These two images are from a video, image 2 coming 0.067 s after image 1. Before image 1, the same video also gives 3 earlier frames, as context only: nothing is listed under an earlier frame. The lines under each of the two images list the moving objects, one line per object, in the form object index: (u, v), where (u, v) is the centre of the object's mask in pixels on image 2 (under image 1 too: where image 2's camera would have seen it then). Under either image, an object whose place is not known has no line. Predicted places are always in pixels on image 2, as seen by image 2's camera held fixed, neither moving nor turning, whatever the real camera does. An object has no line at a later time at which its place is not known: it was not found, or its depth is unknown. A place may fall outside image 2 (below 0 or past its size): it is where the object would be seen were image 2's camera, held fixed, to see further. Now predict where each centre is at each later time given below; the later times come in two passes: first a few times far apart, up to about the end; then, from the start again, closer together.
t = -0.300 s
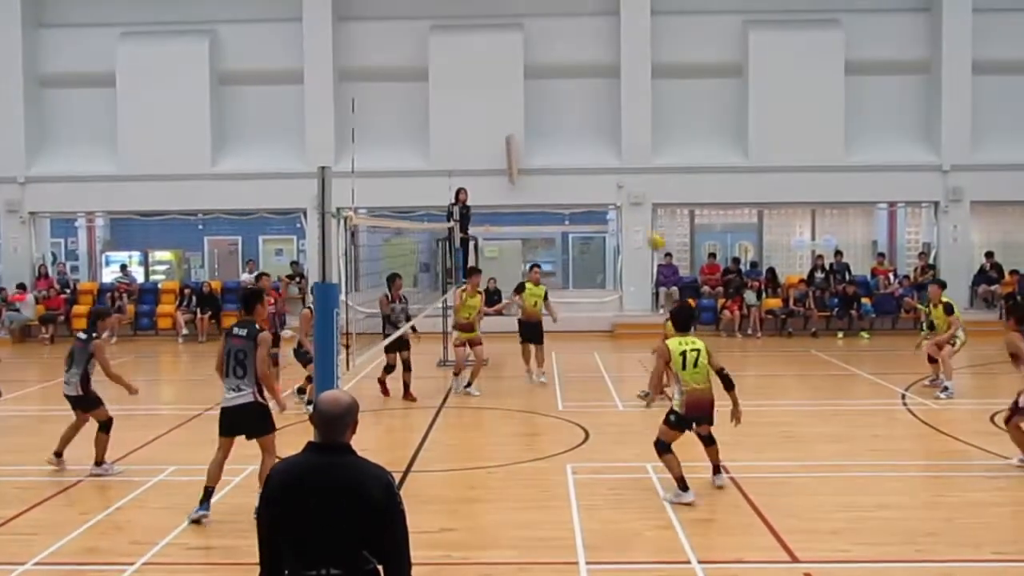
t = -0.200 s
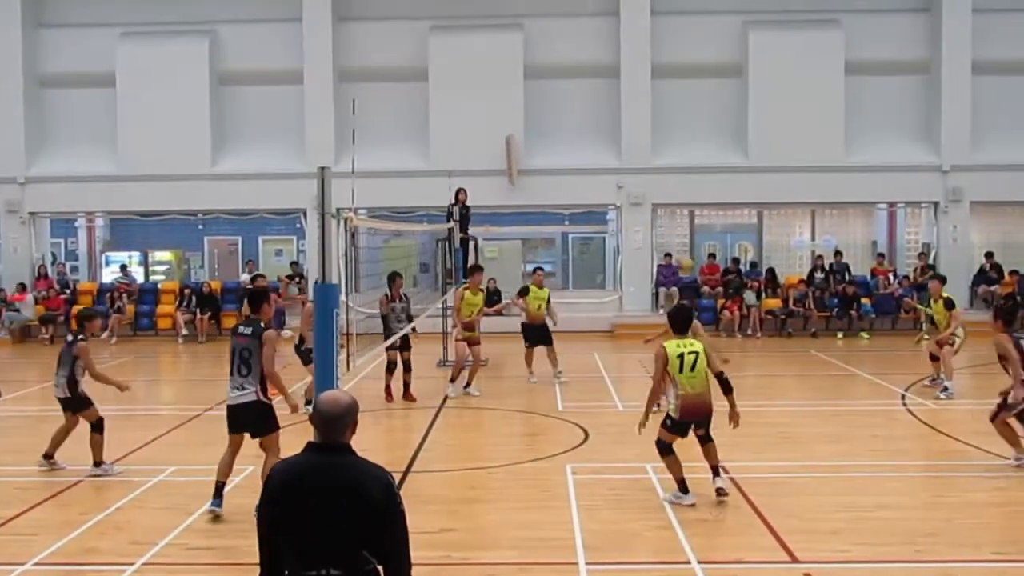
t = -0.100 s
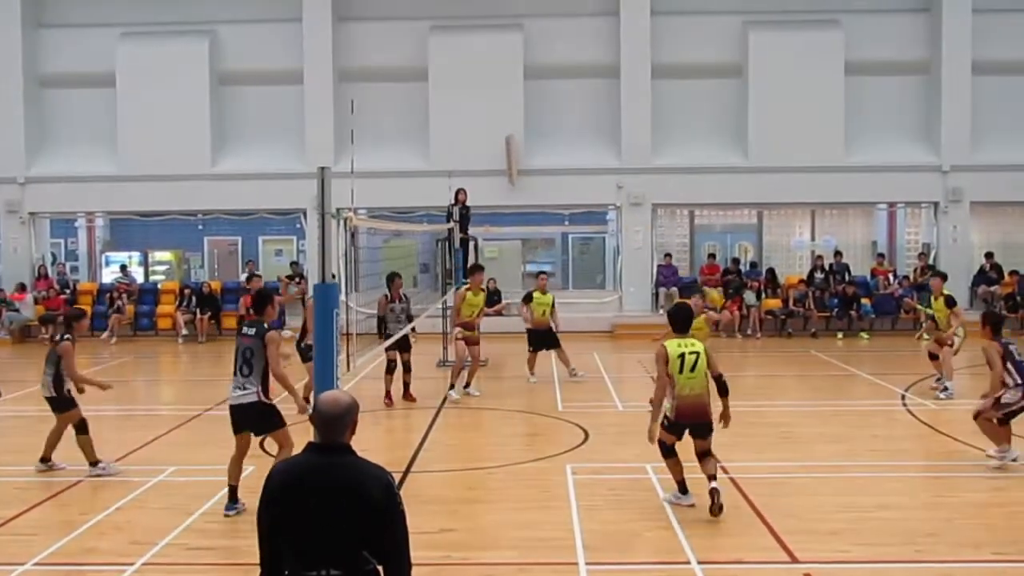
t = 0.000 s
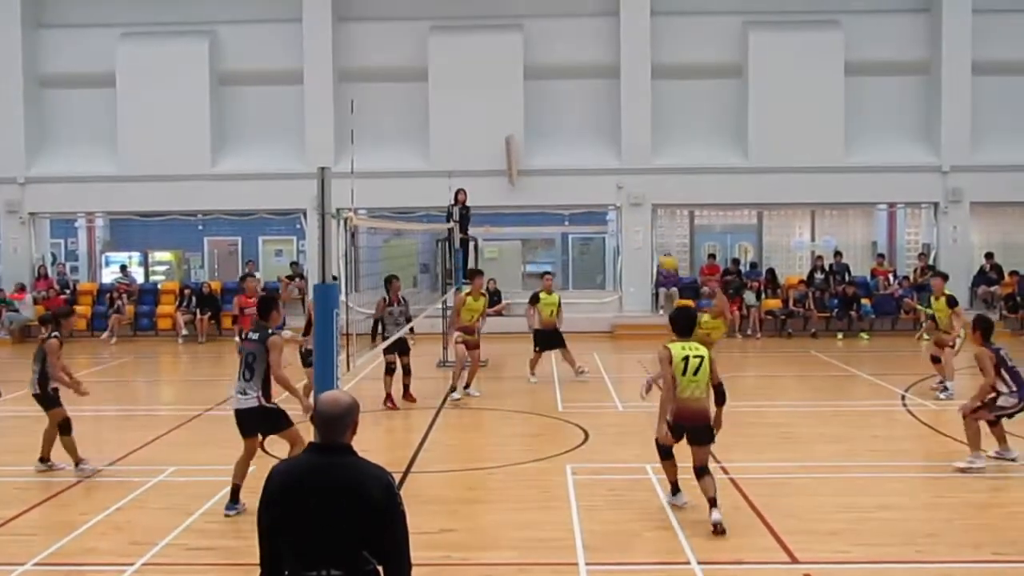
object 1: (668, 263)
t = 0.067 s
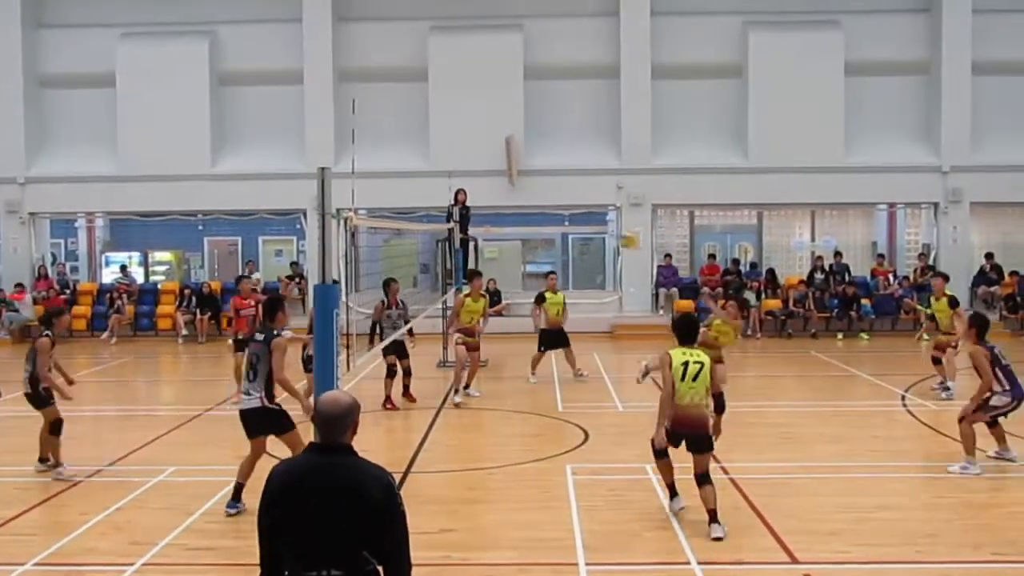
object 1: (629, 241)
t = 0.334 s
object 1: (467, 180)
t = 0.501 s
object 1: (366, 177)
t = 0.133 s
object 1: (589, 218)
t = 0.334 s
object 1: (467, 180)
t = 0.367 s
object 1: (447, 177)
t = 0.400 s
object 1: (427, 176)
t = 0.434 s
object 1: (407, 177)
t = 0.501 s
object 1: (366, 177)
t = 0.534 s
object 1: (346, 180)
